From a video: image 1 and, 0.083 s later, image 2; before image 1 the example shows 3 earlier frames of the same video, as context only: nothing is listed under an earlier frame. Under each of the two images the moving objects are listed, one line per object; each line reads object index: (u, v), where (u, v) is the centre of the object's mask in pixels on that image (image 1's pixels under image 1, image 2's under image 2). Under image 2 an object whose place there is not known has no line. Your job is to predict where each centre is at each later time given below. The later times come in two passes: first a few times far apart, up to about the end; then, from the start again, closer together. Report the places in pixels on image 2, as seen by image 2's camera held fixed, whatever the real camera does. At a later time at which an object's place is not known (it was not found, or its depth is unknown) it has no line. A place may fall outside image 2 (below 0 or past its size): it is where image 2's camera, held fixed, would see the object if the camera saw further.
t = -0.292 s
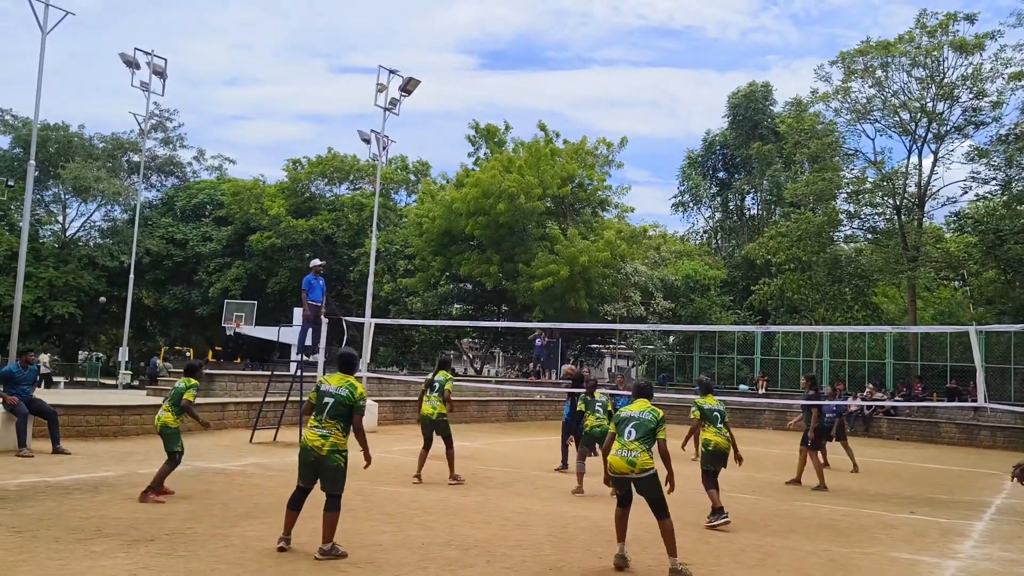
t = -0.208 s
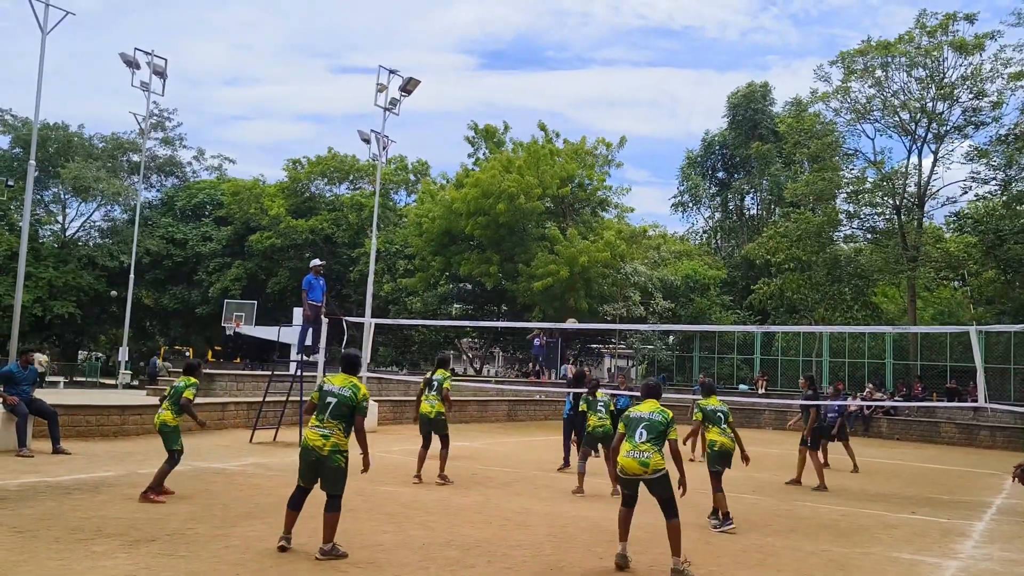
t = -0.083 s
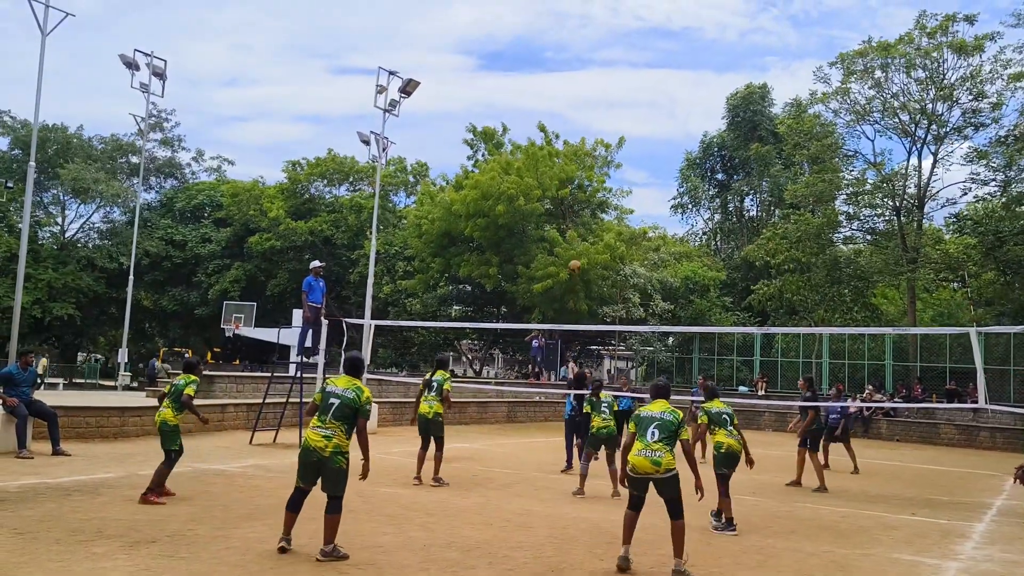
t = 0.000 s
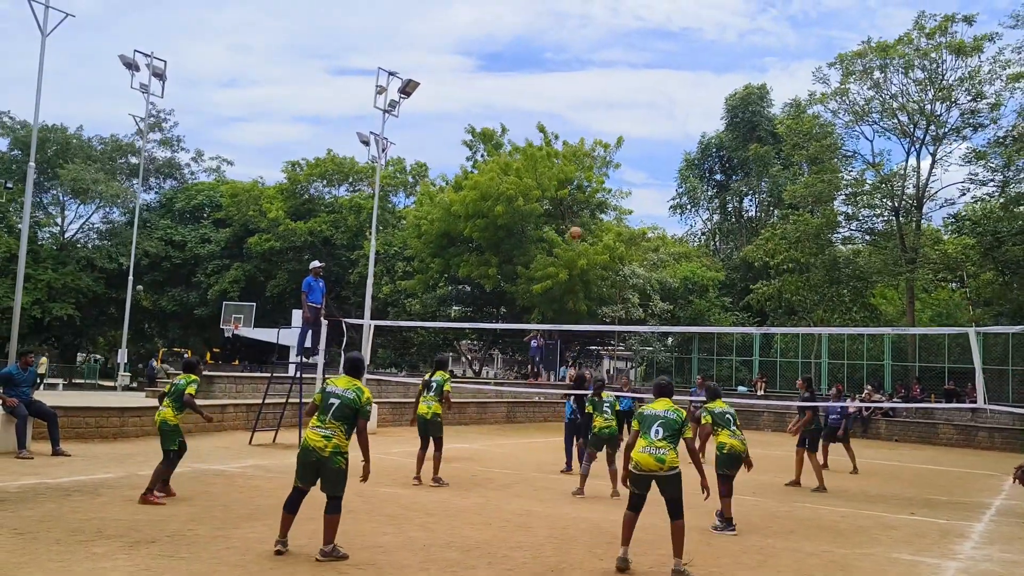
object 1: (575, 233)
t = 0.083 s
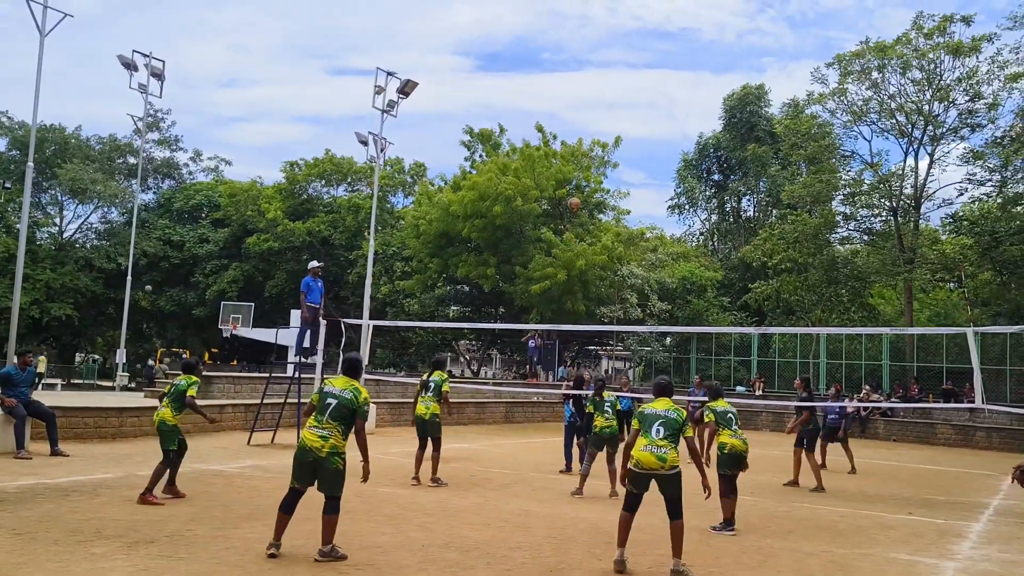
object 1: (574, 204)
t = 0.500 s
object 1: (573, 123)
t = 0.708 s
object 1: (570, 121)
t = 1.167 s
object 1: (561, 206)
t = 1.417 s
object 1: (552, 303)
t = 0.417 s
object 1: (574, 131)
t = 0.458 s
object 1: (573, 126)
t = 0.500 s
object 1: (573, 123)
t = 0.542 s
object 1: (573, 120)
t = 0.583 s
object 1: (572, 119)
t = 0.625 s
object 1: (572, 119)
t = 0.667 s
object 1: (571, 119)
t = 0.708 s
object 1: (570, 121)
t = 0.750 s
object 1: (570, 124)
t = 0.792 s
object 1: (569, 127)
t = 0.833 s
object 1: (568, 132)
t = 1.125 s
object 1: (561, 192)
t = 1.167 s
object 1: (561, 206)
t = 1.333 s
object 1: (555, 266)
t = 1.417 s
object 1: (552, 303)
